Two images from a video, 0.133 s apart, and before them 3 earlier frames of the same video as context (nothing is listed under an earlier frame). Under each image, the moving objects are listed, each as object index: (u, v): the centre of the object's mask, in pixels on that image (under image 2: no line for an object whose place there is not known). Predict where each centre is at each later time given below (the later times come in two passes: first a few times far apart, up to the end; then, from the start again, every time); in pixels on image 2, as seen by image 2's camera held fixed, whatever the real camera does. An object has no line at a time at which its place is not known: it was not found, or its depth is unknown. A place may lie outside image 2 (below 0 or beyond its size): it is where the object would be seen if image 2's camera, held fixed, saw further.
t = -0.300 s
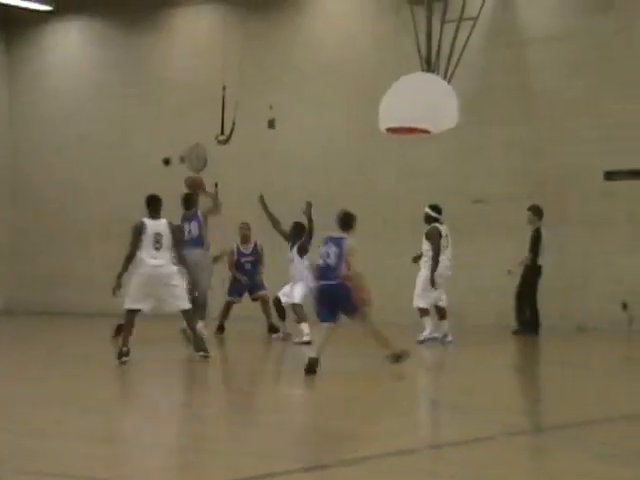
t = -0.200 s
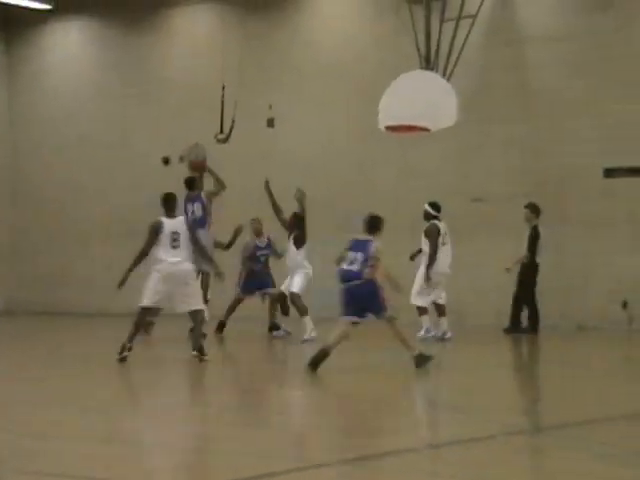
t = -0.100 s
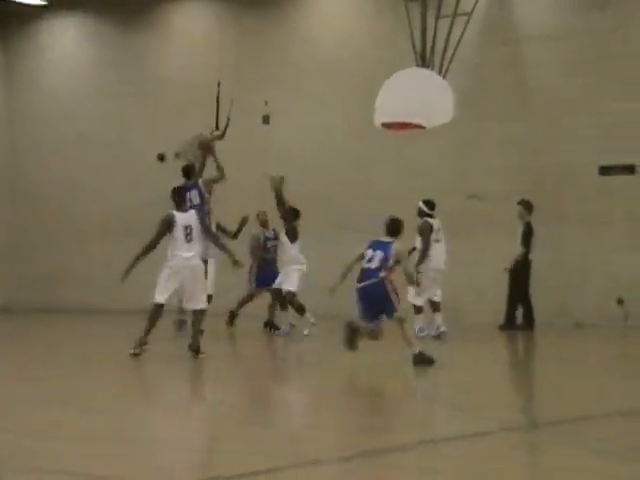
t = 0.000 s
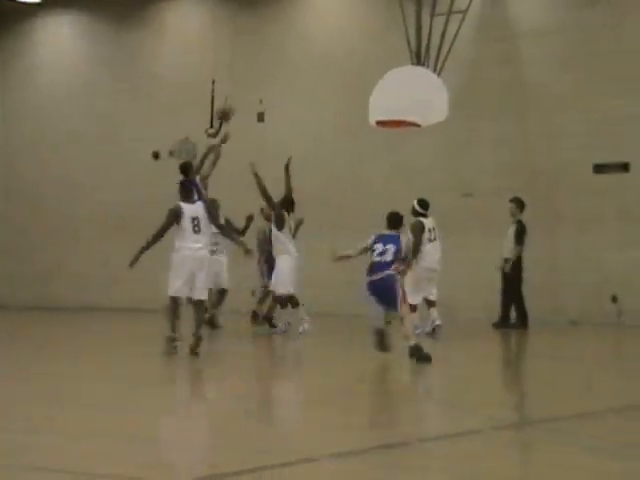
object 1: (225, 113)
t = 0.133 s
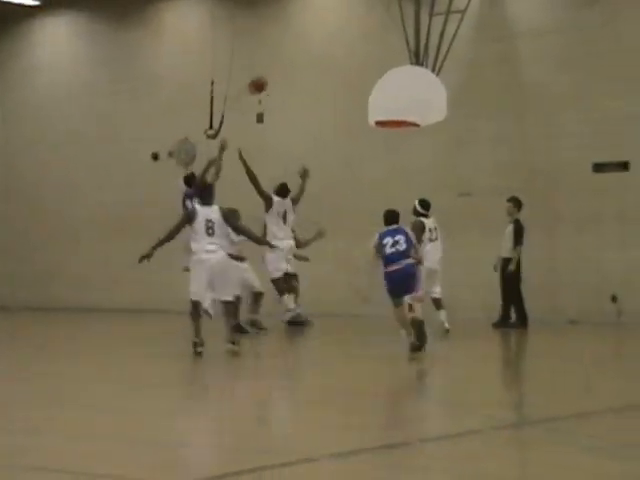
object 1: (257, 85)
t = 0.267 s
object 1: (291, 68)
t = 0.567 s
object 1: (361, 75)
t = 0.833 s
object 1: (409, 109)
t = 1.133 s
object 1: (411, 114)
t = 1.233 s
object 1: (413, 133)
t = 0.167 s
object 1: (266, 79)
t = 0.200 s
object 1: (274, 75)
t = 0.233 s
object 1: (283, 71)
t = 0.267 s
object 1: (291, 68)
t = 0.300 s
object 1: (299, 65)
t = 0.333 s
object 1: (307, 64)
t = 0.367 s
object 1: (315, 64)
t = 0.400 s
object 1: (323, 64)
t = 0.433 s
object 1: (331, 65)
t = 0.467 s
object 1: (339, 66)
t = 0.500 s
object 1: (346, 69)
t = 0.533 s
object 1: (354, 72)
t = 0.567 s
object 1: (361, 75)
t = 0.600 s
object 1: (369, 80)
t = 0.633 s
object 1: (377, 86)
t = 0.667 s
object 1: (384, 92)
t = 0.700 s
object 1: (392, 99)
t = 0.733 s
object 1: (400, 107)
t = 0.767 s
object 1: (408, 115)
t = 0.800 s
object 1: (409, 112)
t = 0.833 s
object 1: (409, 109)
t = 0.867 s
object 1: (409, 106)
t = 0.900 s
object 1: (410, 104)
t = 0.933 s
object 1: (410, 103)
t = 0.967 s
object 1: (410, 103)
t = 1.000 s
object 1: (411, 103)
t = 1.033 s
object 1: (411, 105)
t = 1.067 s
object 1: (411, 107)
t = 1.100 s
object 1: (412, 111)
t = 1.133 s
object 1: (411, 114)
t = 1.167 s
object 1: (413, 119)
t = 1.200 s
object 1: (413, 126)
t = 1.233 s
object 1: (413, 133)
